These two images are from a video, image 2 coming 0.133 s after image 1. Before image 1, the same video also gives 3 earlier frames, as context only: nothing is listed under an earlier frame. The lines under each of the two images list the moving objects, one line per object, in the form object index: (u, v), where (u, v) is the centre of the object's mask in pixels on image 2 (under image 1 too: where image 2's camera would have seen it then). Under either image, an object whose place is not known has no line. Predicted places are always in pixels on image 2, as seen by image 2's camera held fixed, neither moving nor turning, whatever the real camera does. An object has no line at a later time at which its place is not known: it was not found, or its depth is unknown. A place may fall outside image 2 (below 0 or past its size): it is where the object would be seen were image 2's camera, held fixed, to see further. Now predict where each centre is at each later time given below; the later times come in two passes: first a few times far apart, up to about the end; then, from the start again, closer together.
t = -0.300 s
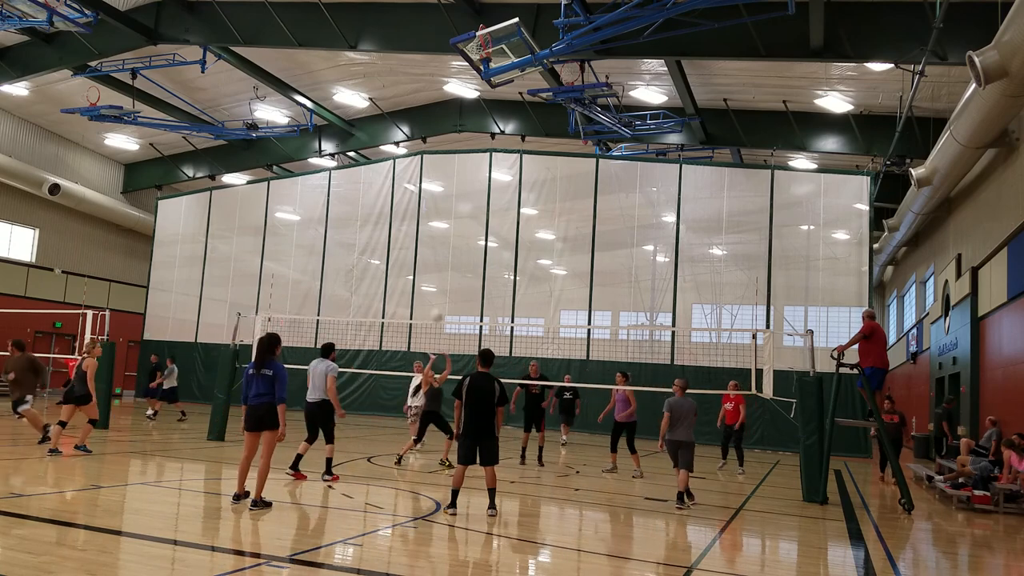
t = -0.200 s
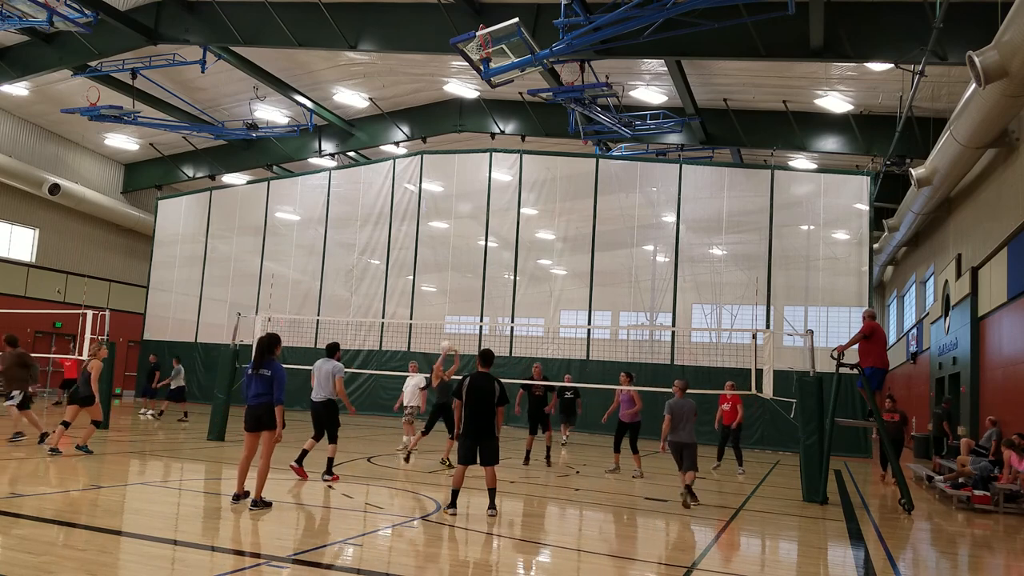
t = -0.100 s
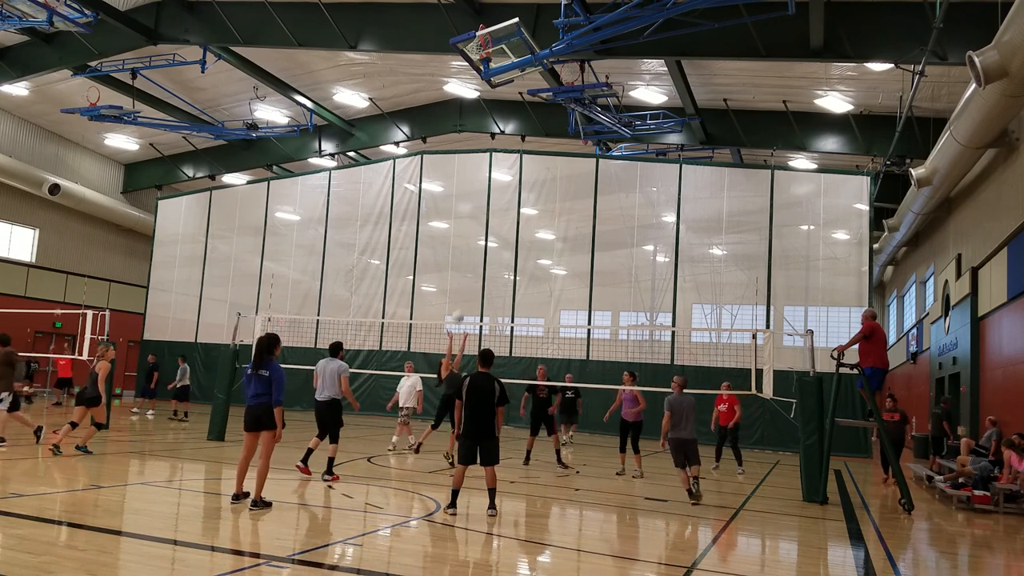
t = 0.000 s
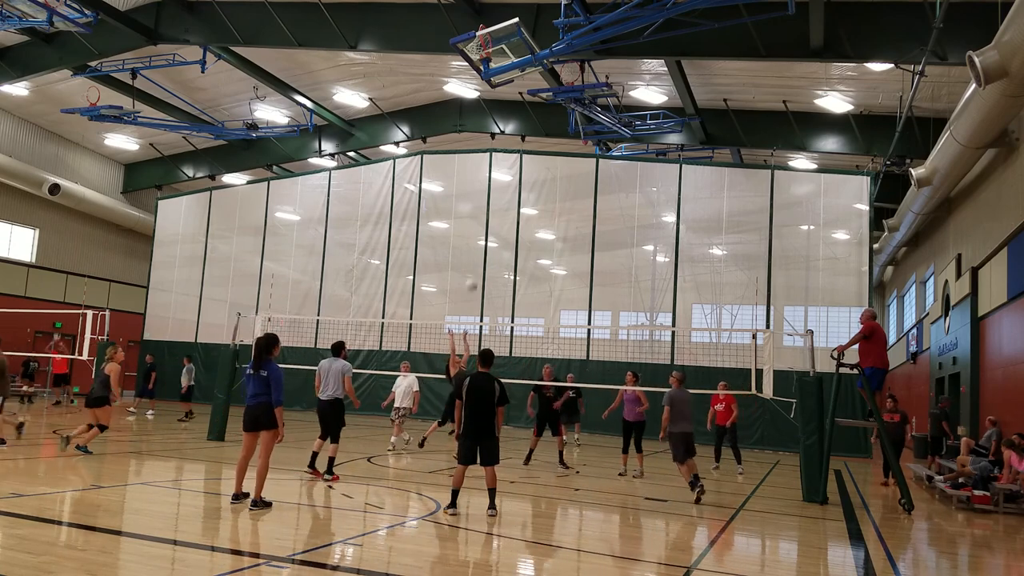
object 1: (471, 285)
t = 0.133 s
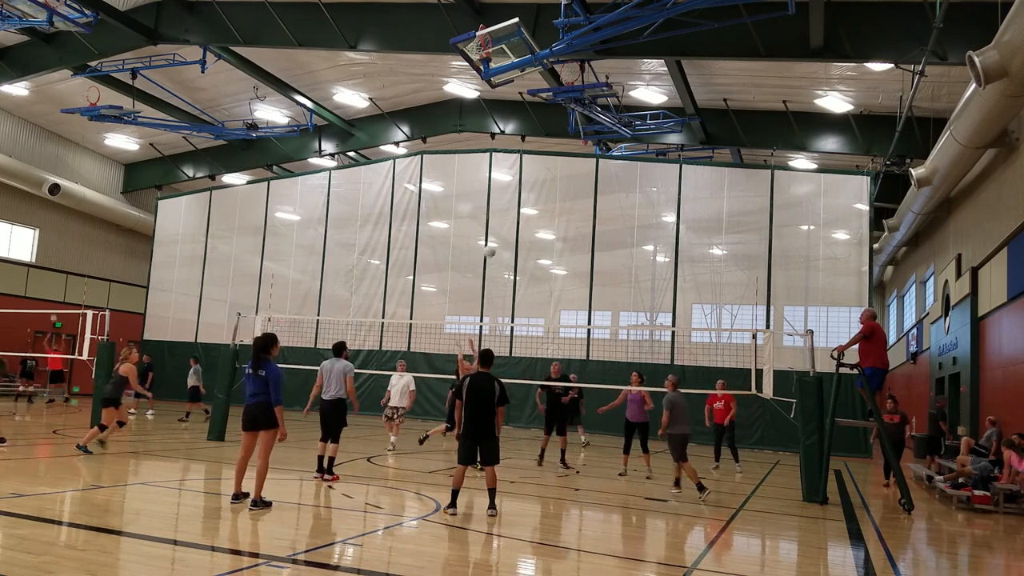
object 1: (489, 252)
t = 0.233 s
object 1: (503, 235)
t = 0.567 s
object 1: (542, 214)
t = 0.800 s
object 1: (567, 237)
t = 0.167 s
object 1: (494, 245)
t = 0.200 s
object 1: (498, 239)
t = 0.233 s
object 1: (503, 235)
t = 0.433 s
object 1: (526, 214)
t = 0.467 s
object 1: (530, 213)
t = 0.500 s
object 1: (534, 213)
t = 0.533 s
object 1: (538, 213)
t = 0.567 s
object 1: (542, 214)
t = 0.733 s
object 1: (559, 226)
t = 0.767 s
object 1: (564, 232)
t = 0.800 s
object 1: (567, 237)
